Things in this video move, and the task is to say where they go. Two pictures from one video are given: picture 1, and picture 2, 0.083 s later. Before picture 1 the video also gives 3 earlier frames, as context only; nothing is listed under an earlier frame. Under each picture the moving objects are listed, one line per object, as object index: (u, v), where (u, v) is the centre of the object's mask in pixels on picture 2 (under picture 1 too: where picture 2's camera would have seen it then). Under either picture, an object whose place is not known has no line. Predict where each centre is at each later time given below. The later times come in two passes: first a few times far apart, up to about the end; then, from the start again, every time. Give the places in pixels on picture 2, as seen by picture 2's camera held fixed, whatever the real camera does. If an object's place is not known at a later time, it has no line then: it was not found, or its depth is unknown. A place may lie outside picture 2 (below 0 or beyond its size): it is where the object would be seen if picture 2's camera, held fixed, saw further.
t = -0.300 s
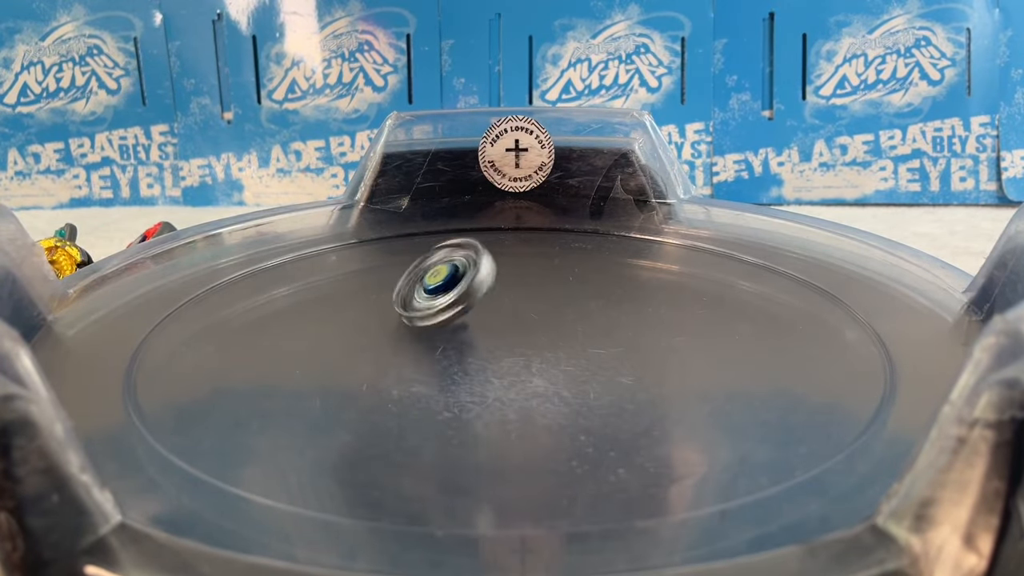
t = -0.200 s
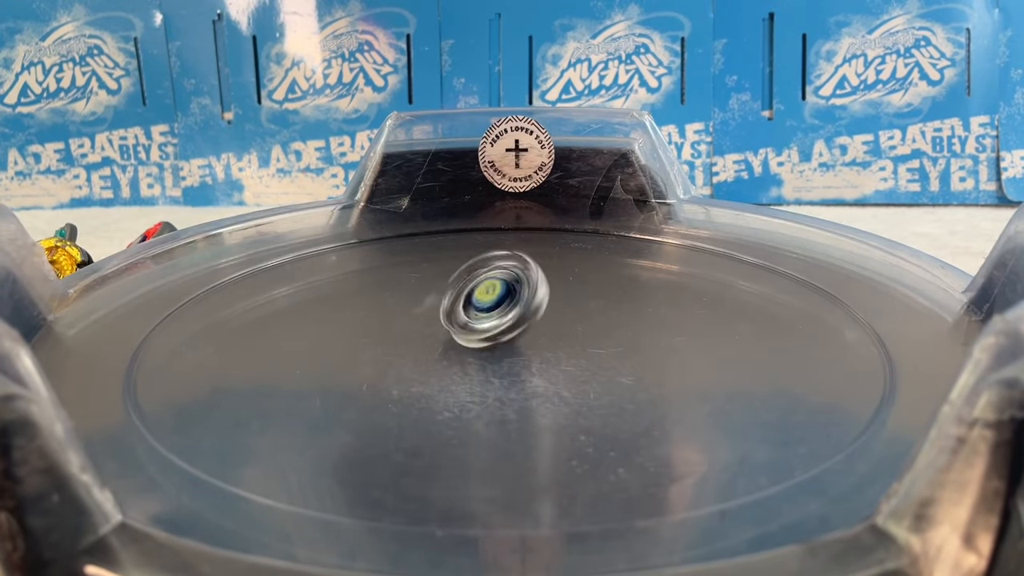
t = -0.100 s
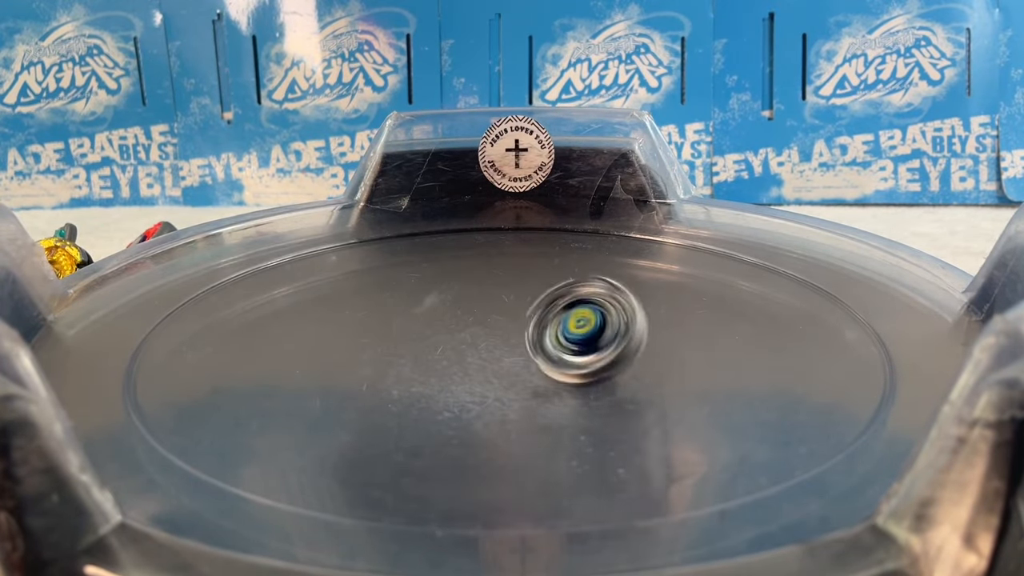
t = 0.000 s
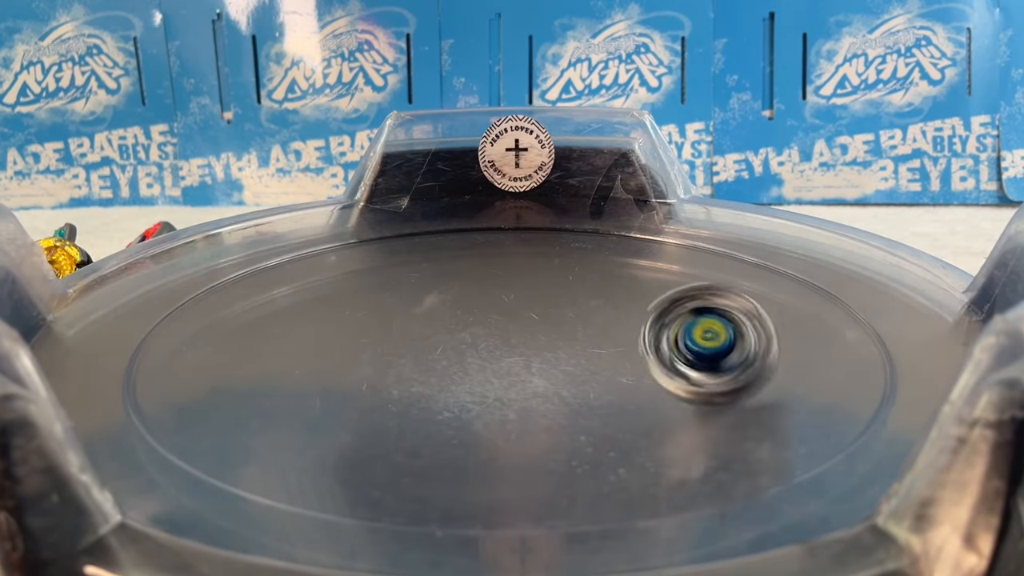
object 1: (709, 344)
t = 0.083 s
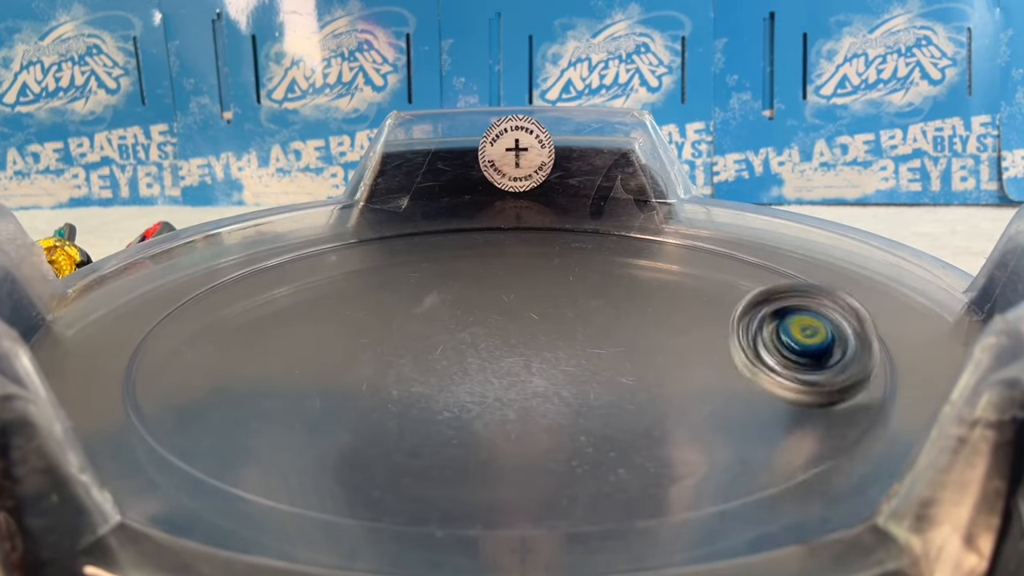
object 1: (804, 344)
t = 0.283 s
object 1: (828, 331)
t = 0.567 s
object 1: (521, 293)
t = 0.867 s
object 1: (396, 285)
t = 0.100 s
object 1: (820, 343)
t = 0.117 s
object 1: (834, 343)
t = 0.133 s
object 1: (843, 336)
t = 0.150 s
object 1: (848, 336)
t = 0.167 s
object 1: (853, 336)
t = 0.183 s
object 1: (854, 334)
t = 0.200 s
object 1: (856, 335)
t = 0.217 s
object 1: (852, 332)
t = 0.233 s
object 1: (850, 332)
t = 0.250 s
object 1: (847, 330)
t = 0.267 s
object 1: (838, 330)
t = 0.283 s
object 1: (828, 331)
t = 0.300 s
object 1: (816, 333)
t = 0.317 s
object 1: (800, 328)
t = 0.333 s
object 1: (786, 329)
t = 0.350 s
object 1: (766, 327)
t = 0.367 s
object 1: (749, 327)
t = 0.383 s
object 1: (728, 326)
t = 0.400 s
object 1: (707, 323)
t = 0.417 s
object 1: (686, 318)
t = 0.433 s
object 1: (667, 326)
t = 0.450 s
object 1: (647, 323)
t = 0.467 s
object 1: (623, 309)
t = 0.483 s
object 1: (603, 303)
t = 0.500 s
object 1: (587, 310)
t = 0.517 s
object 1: (571, 313)
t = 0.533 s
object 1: (552, 299)
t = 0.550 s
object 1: (537, 295)
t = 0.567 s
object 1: (521, 293)
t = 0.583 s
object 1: (507, 287)
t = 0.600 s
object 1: (493, 288)
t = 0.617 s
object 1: (479, 286)
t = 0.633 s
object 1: (467, 283)
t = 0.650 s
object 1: (458, 280)
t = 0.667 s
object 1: (449, 277)
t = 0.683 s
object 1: (441, 276)
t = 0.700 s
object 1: (435, 272)
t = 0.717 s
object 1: (428, 274)
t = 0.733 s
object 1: (423, 275)
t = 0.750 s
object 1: (418, 274)
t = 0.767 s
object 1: (413, 275)
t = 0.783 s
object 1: (409, 276)
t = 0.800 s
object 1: (405, 278)
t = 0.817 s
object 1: (402, 278)
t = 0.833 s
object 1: (399, 280)
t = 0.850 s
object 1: (398, 282)
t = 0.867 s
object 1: (396, 285)
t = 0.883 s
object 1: (397, 290)
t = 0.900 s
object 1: (401, 286)
